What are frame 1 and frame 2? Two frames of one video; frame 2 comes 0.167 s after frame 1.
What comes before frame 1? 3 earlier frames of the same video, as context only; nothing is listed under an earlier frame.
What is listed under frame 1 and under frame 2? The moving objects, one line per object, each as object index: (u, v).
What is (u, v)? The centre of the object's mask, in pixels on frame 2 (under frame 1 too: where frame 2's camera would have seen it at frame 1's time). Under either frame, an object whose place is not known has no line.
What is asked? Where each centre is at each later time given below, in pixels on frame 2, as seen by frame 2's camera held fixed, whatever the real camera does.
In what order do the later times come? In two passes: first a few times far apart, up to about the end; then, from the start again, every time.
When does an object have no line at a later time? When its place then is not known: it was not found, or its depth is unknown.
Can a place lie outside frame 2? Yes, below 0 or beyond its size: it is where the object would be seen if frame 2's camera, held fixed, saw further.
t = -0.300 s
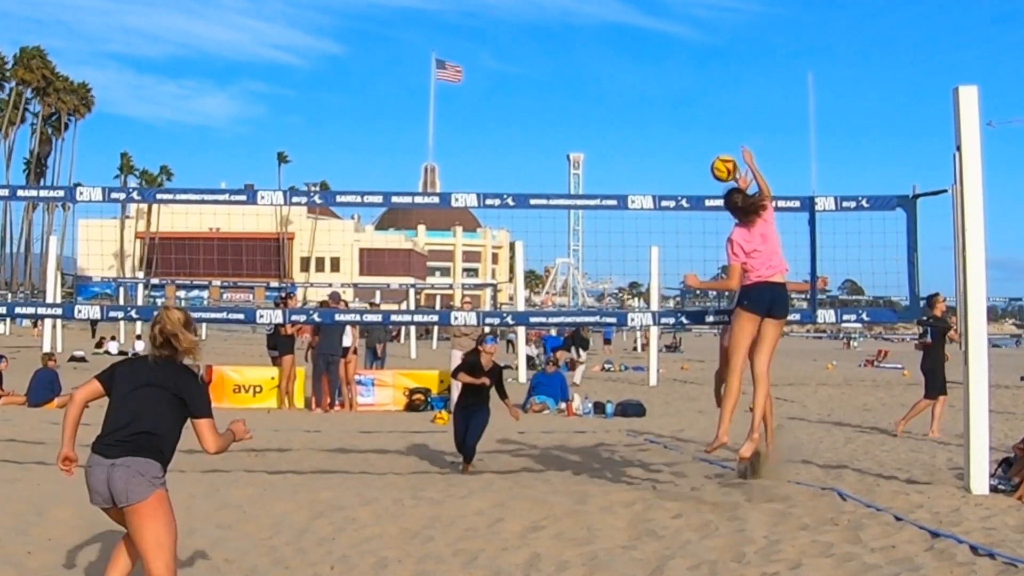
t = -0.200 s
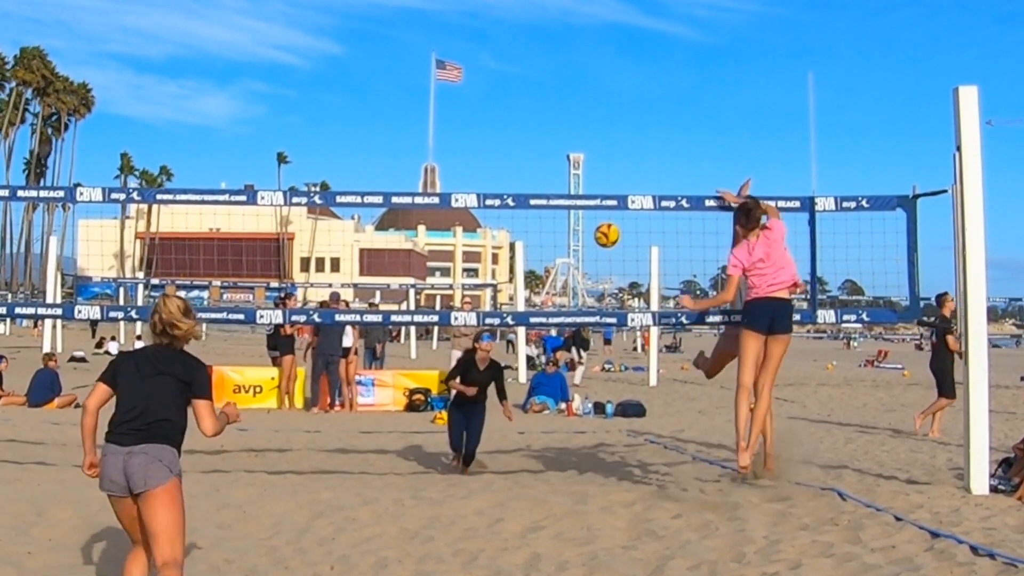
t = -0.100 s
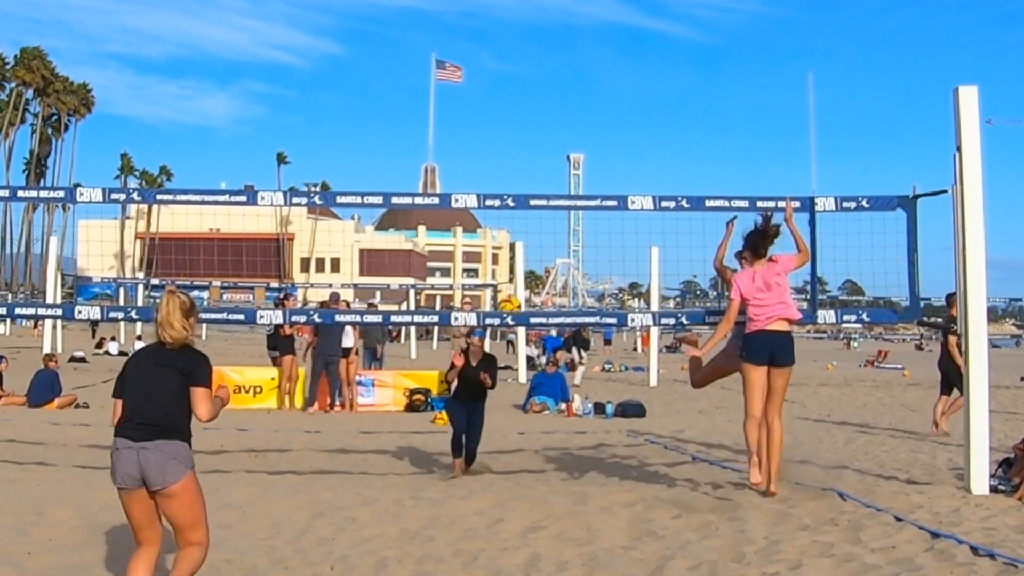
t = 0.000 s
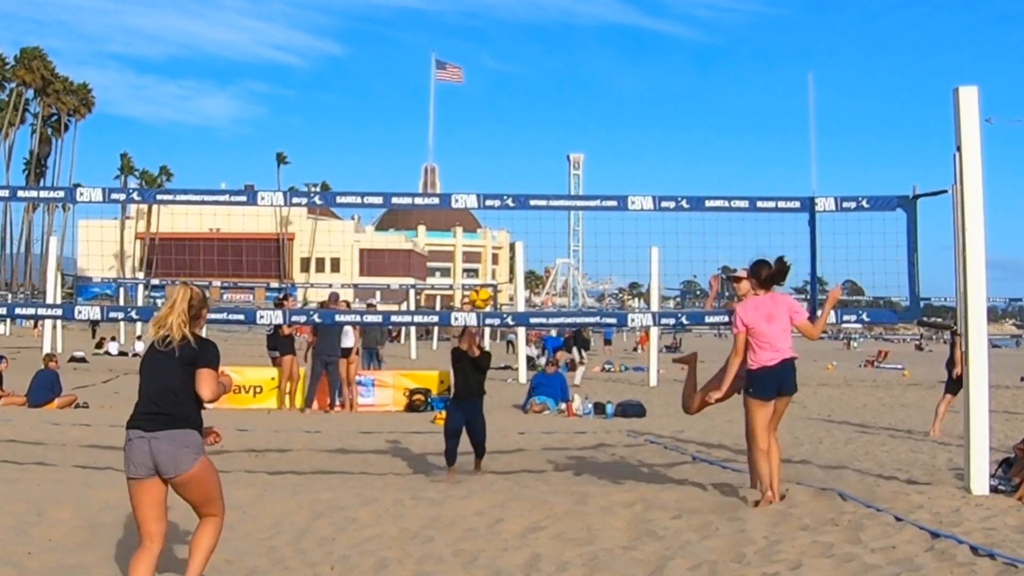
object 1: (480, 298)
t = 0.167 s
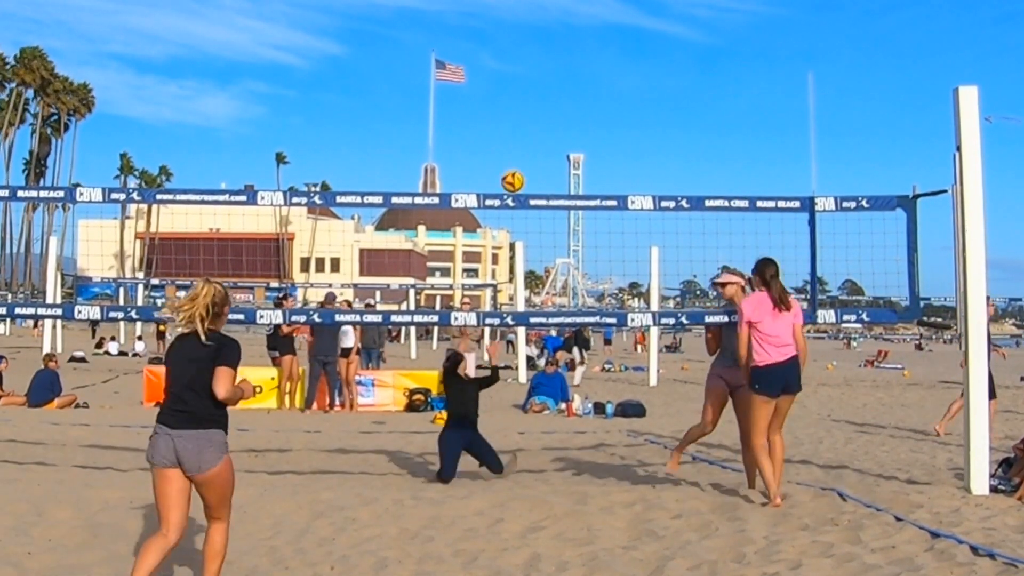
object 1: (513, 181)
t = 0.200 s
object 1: (519, 162)
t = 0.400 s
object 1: (555, 78)
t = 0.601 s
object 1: (591, 38)
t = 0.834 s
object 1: (630, 42)
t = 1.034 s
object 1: (664, 83)
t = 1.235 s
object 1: (696, 159)
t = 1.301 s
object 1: (708, 189)
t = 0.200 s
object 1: (519, 162)
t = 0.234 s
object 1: (525, 144)
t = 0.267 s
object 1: (531, 129)
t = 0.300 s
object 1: (537, 114)
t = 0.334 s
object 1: (543, 101)
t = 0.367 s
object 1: (550, 88)
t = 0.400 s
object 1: (555, 78)
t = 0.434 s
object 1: (561, 68)
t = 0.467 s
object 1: (567, 60)
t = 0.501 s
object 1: (573, 53)
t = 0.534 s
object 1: (579, 47)
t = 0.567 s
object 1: (584, 42)
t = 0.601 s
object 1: (591, 38)
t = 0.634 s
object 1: (596, 35)
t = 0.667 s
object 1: (602, 33)
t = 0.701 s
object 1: (608, 34)
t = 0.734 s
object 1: (613, 34)
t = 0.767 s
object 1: (619, 35)
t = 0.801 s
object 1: (625, 38)
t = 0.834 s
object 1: (630, 42)
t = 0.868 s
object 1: (636, 46)
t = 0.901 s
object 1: (642, 51)
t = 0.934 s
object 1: (647, 58)
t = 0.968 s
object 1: (653, 66)
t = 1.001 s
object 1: (658, 74)
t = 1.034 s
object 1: (664, 83)
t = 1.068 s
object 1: (669, 94)
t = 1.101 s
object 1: (675, 105)
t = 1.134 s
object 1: (680, 117)
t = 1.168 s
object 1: (686, 130)
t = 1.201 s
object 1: (691, 144)
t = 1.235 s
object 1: (696, 159)
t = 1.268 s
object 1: (702, 175)
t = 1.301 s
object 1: (708, 189)
